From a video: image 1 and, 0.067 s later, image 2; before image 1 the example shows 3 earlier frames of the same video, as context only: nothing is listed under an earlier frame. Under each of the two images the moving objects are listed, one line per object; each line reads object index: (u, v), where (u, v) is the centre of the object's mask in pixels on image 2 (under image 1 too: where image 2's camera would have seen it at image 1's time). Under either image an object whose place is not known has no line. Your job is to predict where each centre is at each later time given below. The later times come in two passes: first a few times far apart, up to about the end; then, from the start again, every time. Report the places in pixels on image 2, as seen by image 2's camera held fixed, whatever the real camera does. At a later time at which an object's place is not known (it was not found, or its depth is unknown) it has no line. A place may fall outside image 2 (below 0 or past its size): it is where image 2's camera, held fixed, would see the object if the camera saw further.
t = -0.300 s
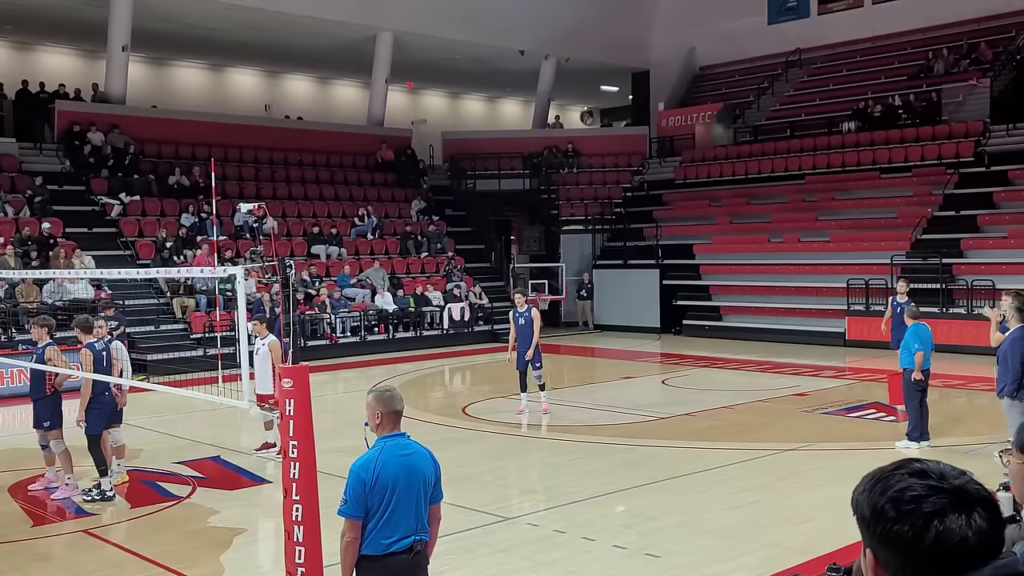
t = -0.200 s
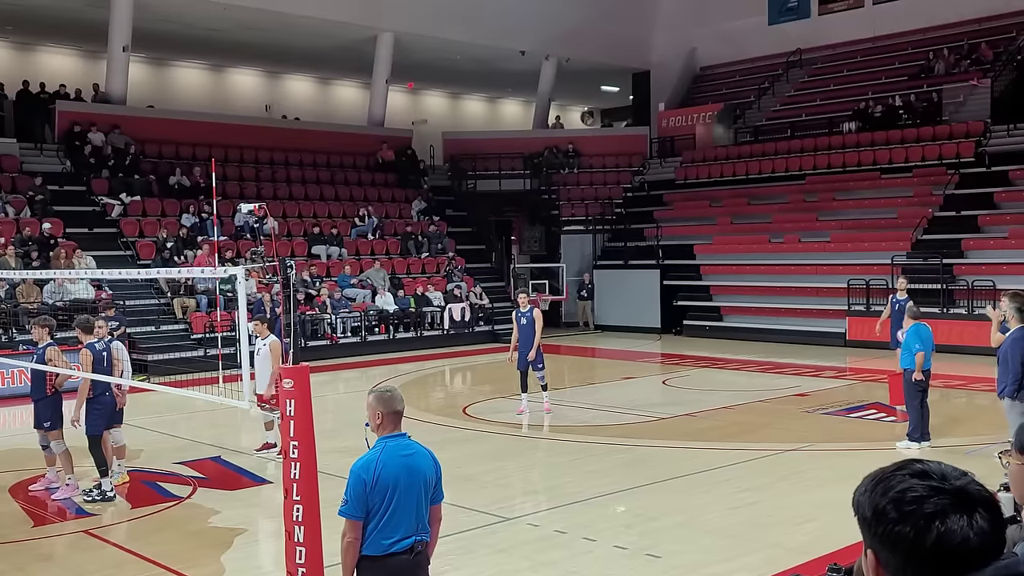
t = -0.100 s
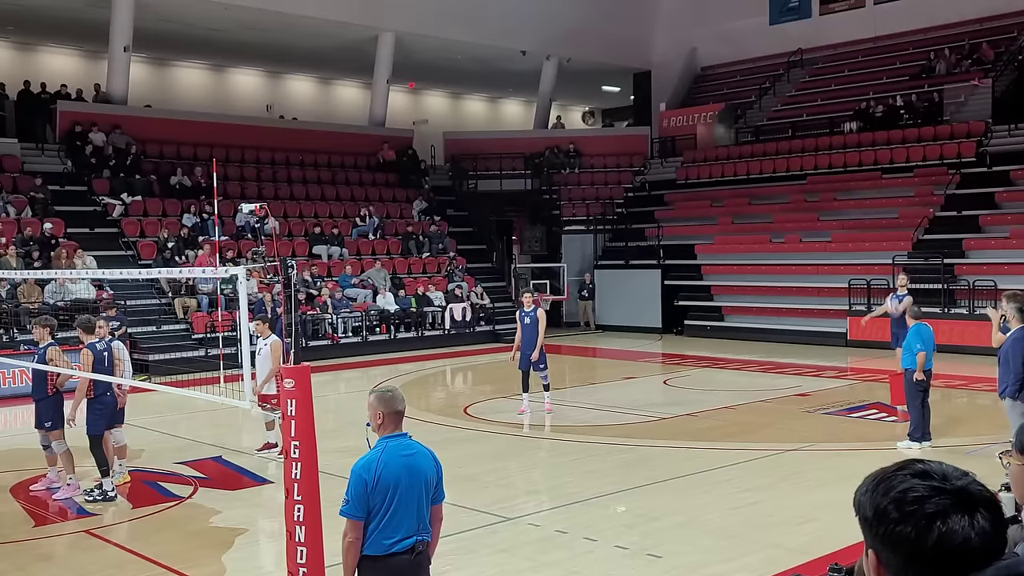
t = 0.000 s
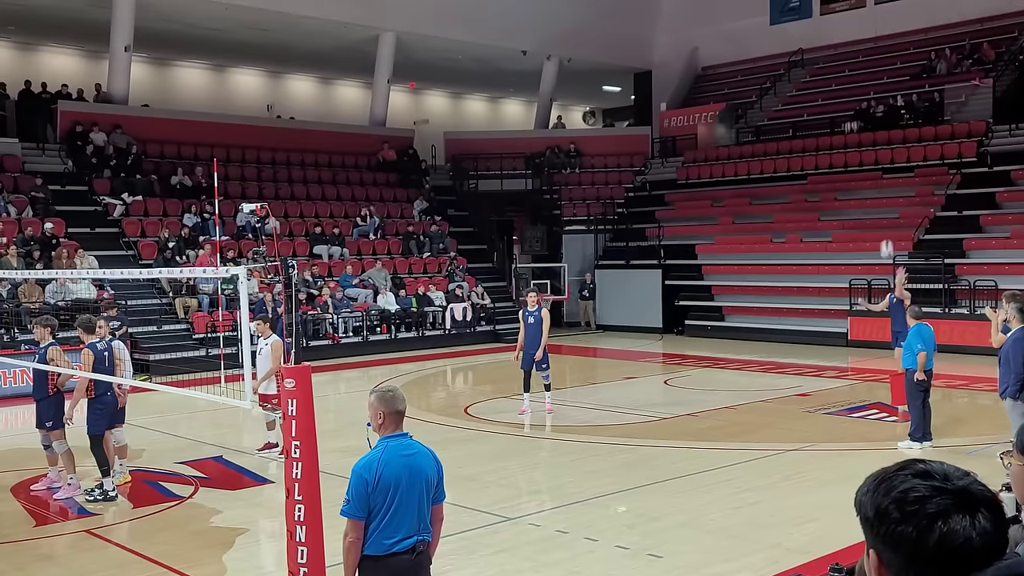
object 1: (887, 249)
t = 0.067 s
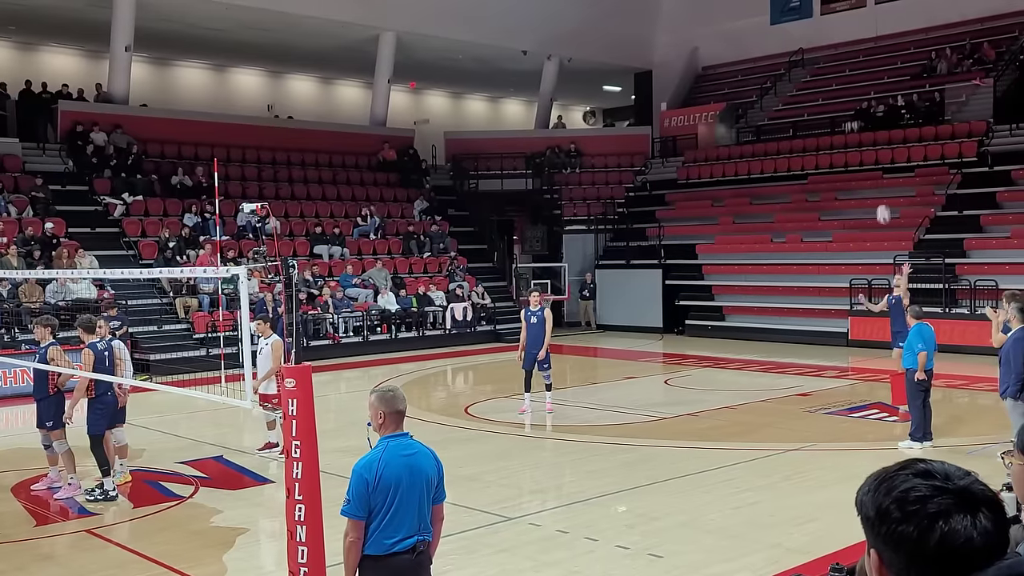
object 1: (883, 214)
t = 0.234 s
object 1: (872, 138)
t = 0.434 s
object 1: (858, 68)
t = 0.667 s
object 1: (841, 15)
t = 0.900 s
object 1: (824, 2)
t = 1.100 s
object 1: (808, 12)
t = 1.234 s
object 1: (797, 36)
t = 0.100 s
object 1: (881, 197)
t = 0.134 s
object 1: (878, 182)
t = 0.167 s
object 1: (876, 167)
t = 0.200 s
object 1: (874, 152)
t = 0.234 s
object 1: (872, 138)
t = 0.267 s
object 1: (870, 125)
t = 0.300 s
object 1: (867, 112)
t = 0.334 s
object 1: (865, 100)
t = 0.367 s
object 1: (863, 89)
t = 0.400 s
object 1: (861, 78)
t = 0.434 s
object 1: (858, 68)
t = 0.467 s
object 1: (856, 59)
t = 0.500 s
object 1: (854, 50)
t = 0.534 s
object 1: (851, 42)
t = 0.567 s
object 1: (849, 34)
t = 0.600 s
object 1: (846, 27)
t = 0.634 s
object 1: (844, 23)
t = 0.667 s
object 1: (841, 15)
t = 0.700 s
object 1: (838, 12)
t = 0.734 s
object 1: (836, 7)
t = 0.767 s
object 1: (833, 6)
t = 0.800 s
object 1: (831, 4)
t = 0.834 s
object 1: (829, 3)
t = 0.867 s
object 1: (826, 3)
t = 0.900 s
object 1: (824, 2)
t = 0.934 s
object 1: (821, 3)
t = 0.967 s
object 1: (818, 3)
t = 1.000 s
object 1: (816, 4)
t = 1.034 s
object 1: (813, 6)
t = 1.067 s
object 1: (811, 8)
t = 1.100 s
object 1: (808, 12)
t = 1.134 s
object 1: (805, 17)
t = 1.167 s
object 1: (802, 22)
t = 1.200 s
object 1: (800, 29)
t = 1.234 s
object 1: (797, 36)
